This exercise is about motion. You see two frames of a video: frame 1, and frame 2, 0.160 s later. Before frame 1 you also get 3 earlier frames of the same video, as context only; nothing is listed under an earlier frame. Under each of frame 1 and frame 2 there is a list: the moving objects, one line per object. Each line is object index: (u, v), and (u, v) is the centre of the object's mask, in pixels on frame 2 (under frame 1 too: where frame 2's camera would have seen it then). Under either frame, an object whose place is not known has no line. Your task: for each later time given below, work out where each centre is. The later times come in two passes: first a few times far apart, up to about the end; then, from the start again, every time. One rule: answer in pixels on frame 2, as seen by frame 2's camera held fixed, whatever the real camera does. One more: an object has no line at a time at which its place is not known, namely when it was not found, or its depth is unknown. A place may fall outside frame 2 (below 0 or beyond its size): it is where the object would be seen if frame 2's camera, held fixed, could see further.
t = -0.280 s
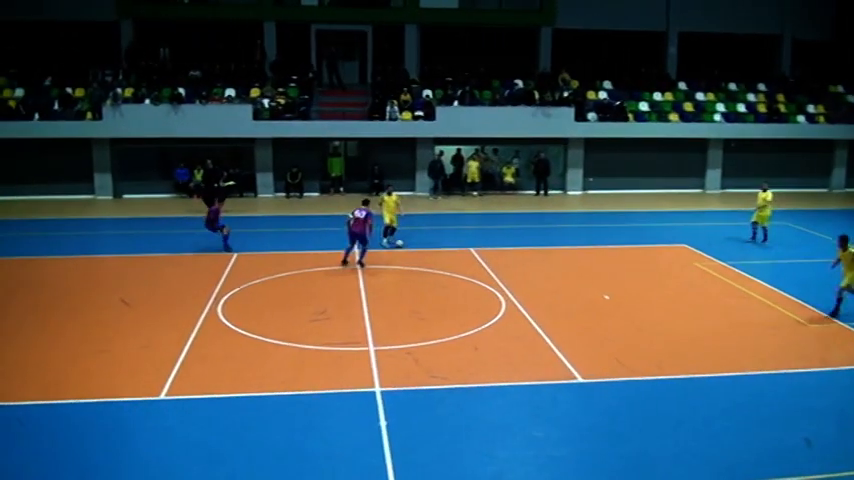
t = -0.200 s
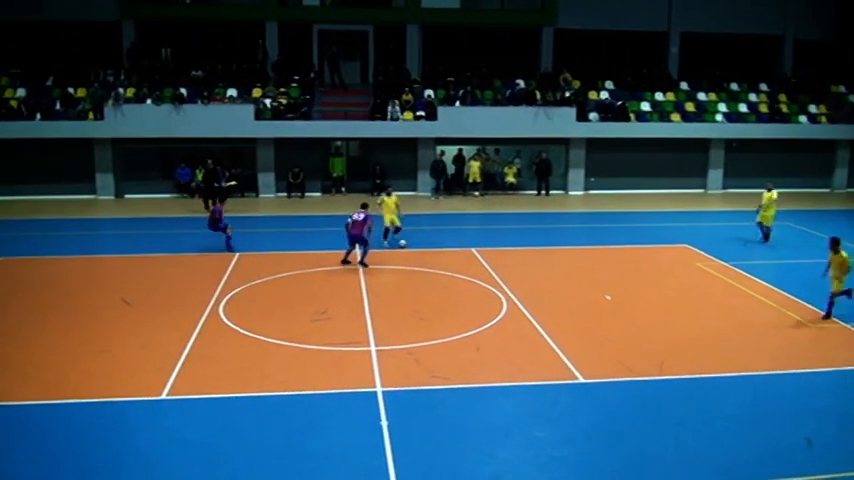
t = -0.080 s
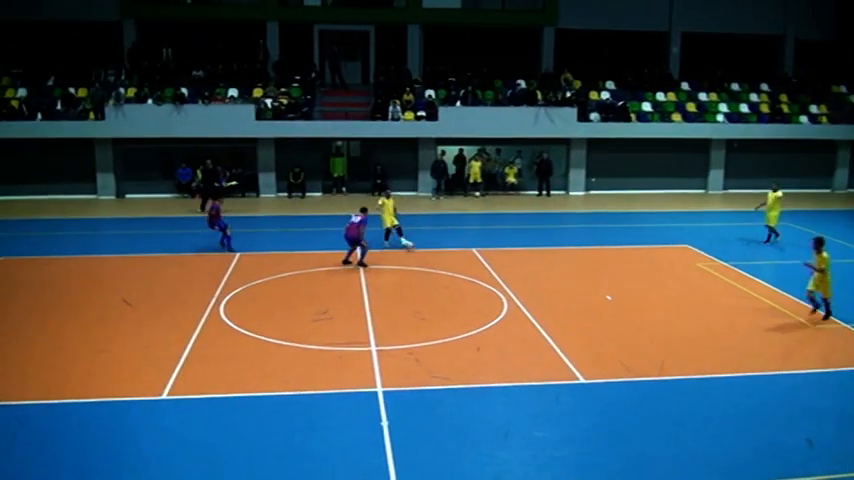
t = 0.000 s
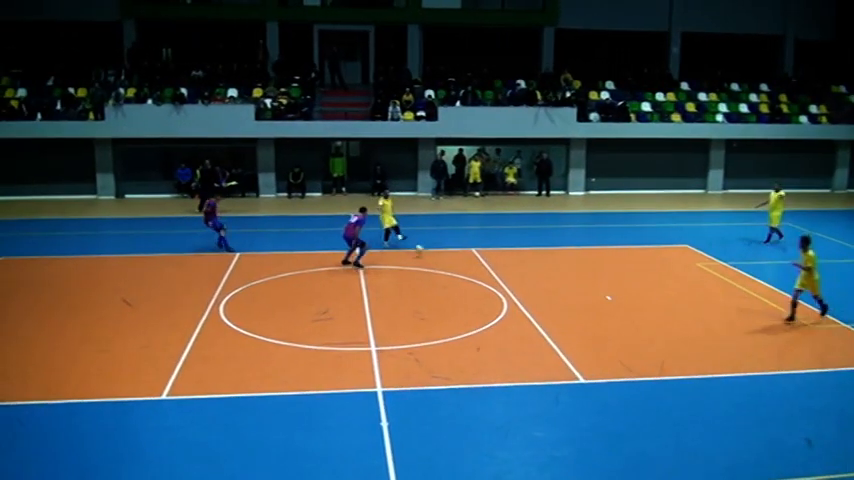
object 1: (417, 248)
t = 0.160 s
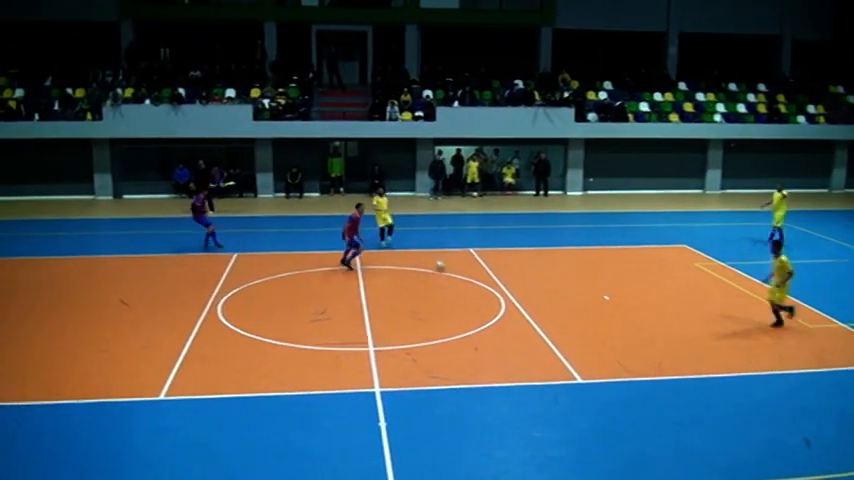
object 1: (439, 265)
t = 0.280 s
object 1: (455, 275)
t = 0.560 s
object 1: (496, 304)
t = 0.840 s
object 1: (538, 332)
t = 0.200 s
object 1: (445, 271)
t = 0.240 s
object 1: (450, 272)
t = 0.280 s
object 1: (455, 275)
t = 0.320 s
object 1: (462, 277)
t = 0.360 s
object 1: (467, 284)
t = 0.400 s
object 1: (474, 287)
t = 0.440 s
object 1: (479, 293)
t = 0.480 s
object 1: (485, 296)
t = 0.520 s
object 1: (489, 298)
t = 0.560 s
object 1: (496, 304)
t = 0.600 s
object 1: (503, 307)
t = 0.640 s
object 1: (509, 311)
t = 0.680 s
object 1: (514, 316)
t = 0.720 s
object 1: (519, 320)
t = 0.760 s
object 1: (525, 324)
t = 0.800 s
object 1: (531, 328)
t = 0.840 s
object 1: (538, 332)
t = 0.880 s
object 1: (545, 336)
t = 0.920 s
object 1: (549, 340)
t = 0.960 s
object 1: (556, 345)
